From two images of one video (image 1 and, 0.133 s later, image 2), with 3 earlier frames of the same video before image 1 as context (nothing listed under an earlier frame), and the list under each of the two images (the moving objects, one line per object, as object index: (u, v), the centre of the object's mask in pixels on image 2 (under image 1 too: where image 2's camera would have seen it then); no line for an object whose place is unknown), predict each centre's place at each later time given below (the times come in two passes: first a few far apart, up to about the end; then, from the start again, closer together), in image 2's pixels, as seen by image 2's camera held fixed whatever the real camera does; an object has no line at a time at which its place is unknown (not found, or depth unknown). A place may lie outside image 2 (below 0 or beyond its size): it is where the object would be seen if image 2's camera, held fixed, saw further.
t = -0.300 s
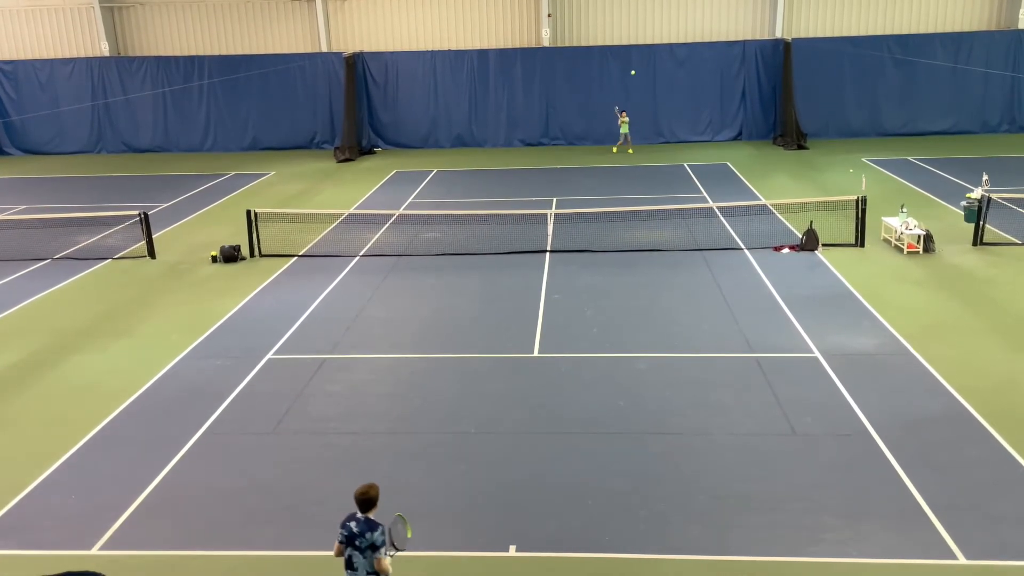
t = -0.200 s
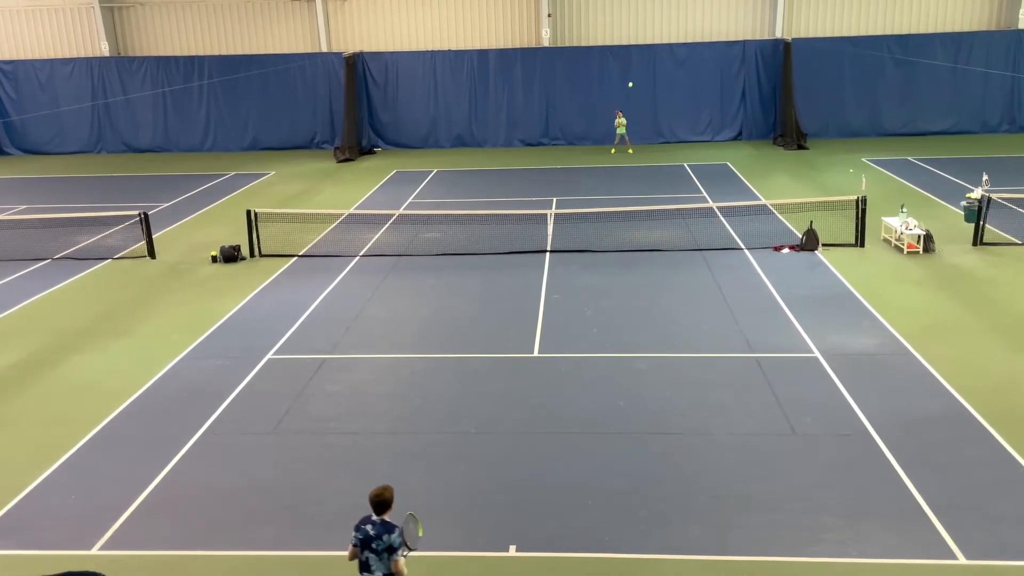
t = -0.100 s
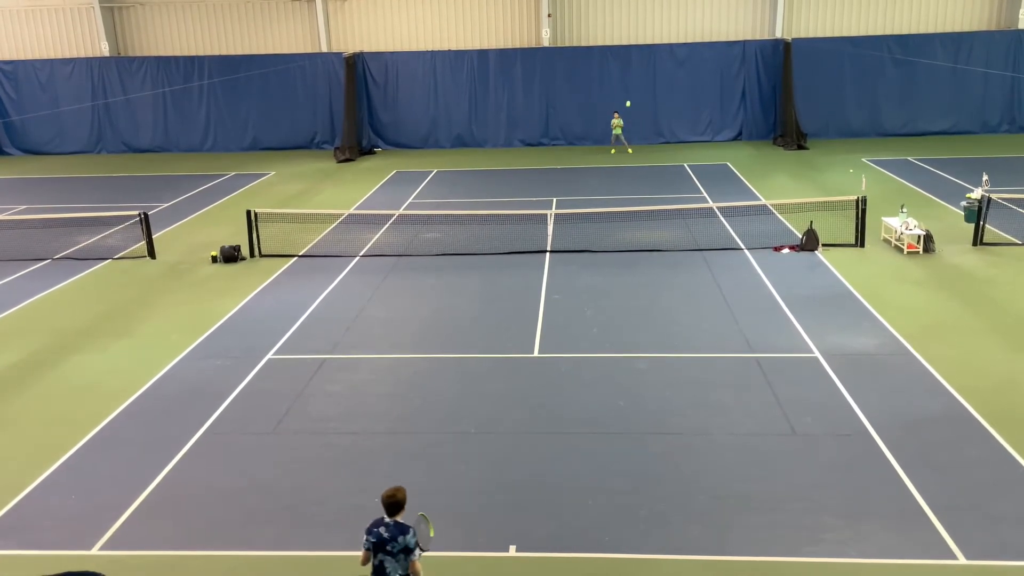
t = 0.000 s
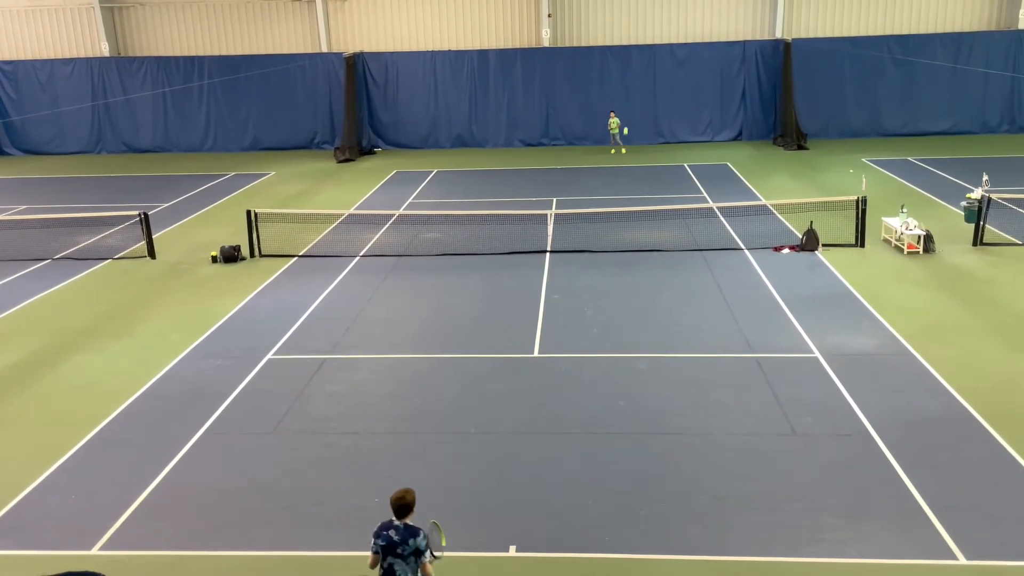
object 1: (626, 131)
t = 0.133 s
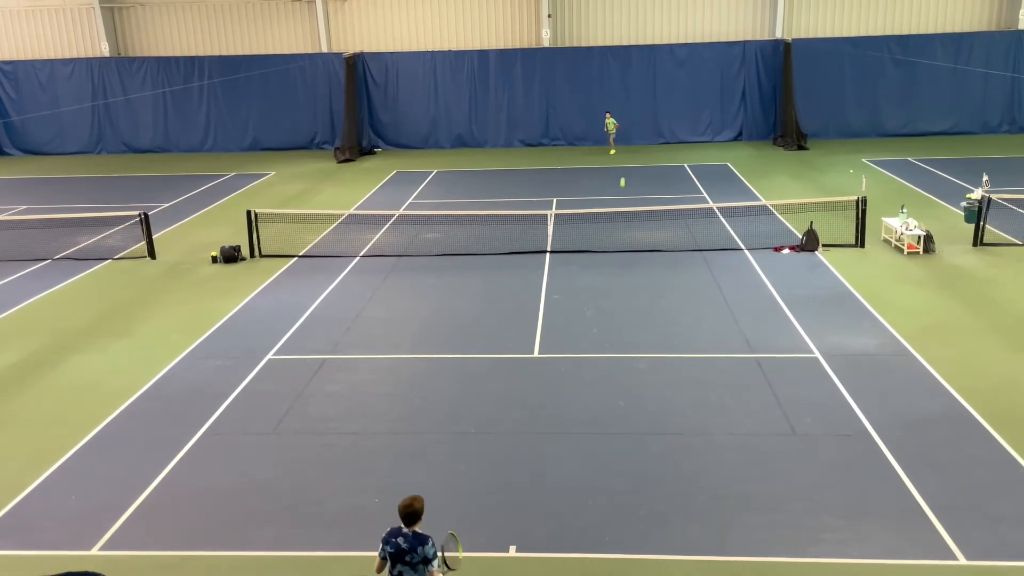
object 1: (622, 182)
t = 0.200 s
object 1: (621, 216)
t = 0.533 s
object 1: (615, 410)
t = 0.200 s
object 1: (621, 216)
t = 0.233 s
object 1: (620, 234)
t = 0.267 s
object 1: (620, 254)
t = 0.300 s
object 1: (619, 276)
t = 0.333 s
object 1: (619, 298)
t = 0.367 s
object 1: (618, 323)
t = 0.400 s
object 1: (618, 349)
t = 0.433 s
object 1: (617, 378)
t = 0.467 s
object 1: (617, 410)
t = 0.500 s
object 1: (616, 419)
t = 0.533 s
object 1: (615, 410)
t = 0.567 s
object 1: (614, 403)
